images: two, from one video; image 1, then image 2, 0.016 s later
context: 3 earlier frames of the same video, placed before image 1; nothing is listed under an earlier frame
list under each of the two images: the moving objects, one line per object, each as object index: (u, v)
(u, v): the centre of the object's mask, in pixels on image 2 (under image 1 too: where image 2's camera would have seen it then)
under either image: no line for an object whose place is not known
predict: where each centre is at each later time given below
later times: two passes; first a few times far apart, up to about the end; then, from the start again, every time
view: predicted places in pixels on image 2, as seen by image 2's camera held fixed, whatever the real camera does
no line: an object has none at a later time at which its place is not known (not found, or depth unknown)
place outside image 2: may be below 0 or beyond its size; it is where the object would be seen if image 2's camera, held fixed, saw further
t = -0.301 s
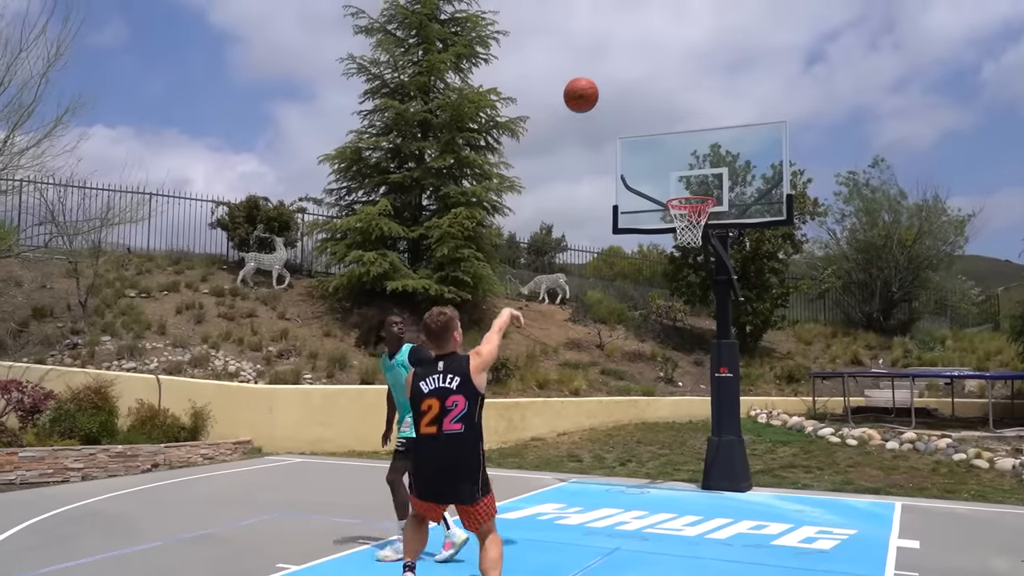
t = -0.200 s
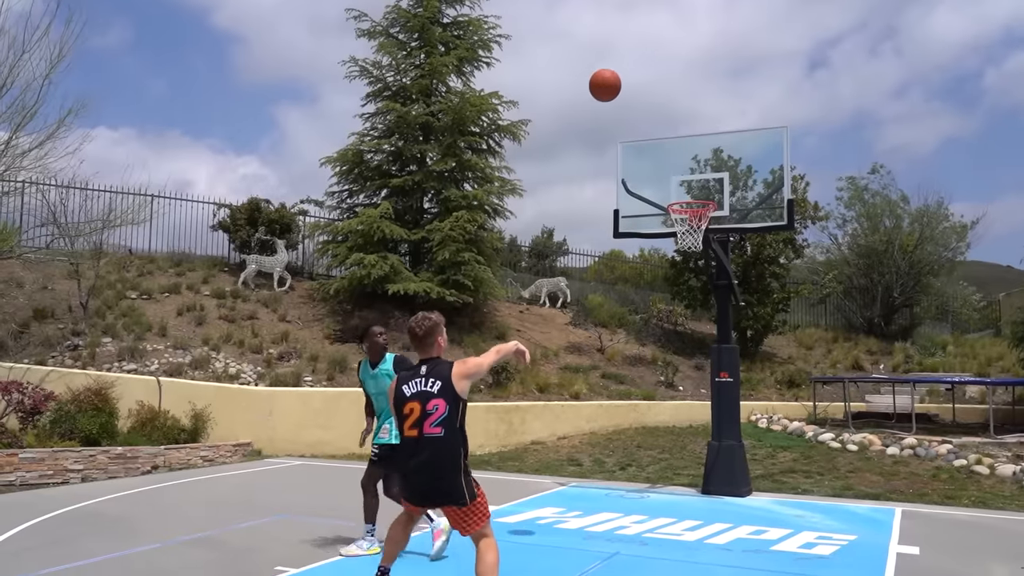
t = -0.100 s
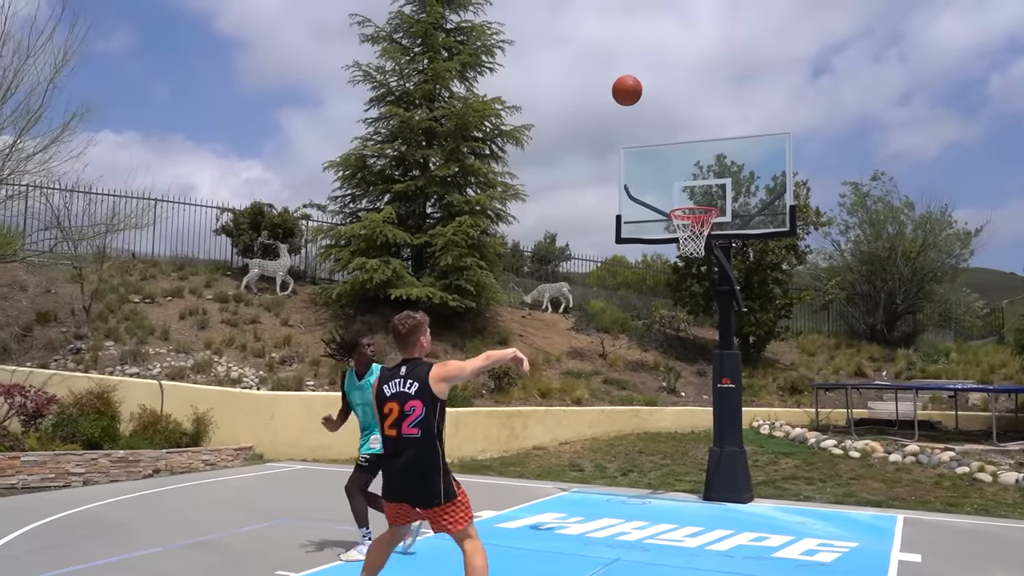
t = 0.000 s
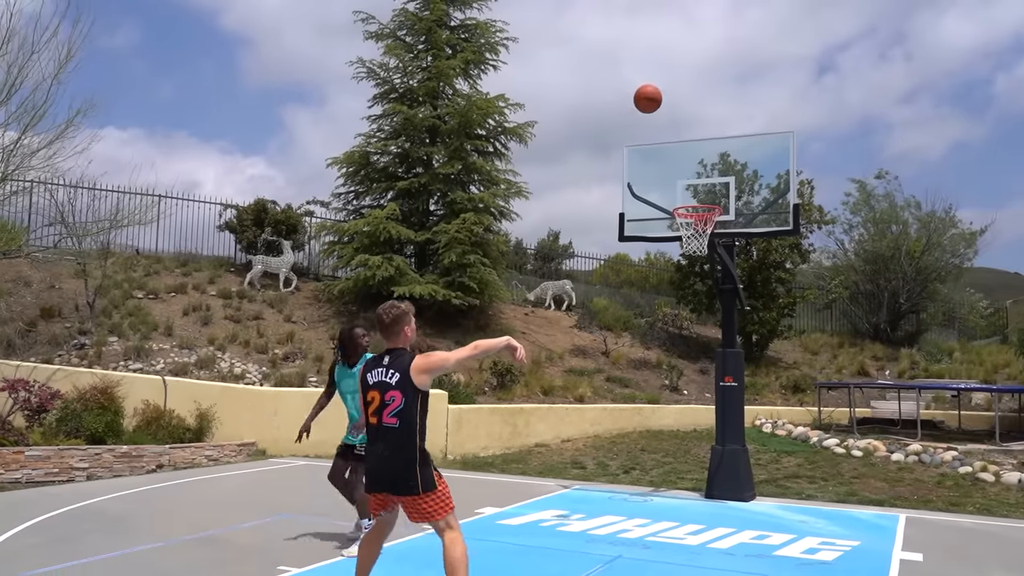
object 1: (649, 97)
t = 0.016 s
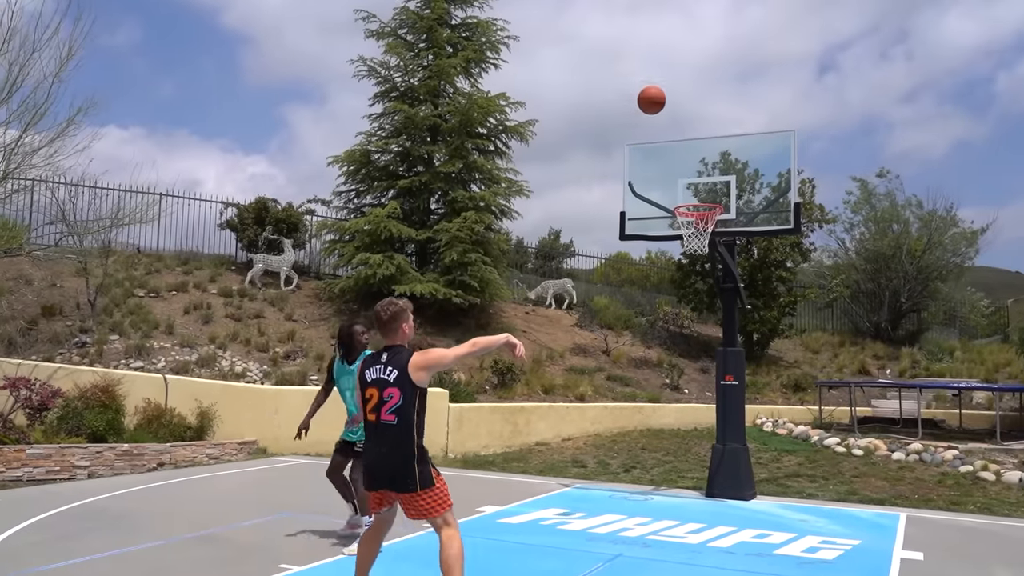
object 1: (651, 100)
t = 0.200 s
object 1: (677, 144)
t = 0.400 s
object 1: (700, 216)
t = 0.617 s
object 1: (705, 313)
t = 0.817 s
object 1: (712, 445)
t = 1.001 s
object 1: (713, 450)
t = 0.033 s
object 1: (654, 103)
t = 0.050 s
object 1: (656, 106)
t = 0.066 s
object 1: (659, 109)
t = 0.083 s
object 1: (661, 113)
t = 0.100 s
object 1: (664, 117)
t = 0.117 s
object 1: (666, 121)
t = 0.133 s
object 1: (668, 125)
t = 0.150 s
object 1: (671, 130)
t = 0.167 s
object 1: (673, 134)
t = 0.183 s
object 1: (675, 139)
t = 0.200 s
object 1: (677, 144)
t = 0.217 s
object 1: (679, 150)
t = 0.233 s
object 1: (681, 155)
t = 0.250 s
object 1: (683, 160)
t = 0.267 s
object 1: (685, 166)
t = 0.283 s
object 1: (687, 172)
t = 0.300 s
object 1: (689, 178)
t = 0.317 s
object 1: (691, 185)
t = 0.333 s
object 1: (692, 191)
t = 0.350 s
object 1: (694, 195)
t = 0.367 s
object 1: (694, 203)
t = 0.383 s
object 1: (697, 212)
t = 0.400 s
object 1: (700, 216)
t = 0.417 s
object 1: (700, 219)
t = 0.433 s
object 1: (701, 226)
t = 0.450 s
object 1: (700, 234)
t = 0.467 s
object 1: (700, 243)
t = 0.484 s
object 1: (701, 251)
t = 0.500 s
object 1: (701, 257)
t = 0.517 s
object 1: (702, 264)
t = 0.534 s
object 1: (703, 271)
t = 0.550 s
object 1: (703, 279)
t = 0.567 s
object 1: (704, 287)
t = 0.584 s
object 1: (704, 295)
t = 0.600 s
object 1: (704, 304)
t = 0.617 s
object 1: (705, 313)
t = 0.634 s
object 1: (705, 322)
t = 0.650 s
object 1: (707, 332)
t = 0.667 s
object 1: (707, 341)
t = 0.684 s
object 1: (707, 352)
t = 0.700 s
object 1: (708, 362)
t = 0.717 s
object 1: (708, 373)
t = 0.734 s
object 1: (710, 384)
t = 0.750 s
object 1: (710, 396)
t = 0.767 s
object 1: (710, 408)
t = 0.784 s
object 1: (711, 421)
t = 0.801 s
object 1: (712, 432)
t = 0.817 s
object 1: (712, 445)
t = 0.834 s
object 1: (713, 459)
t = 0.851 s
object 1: (713, 473)
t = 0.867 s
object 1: (715, 486)
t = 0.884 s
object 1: (714, 501)
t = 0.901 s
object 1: (715, 510)
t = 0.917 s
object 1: (714, 499)
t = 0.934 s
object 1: (714, 488)
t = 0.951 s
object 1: (715, 479)
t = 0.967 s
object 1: (714, 469)
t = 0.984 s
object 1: (714, 459)
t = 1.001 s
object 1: (713, 450)
